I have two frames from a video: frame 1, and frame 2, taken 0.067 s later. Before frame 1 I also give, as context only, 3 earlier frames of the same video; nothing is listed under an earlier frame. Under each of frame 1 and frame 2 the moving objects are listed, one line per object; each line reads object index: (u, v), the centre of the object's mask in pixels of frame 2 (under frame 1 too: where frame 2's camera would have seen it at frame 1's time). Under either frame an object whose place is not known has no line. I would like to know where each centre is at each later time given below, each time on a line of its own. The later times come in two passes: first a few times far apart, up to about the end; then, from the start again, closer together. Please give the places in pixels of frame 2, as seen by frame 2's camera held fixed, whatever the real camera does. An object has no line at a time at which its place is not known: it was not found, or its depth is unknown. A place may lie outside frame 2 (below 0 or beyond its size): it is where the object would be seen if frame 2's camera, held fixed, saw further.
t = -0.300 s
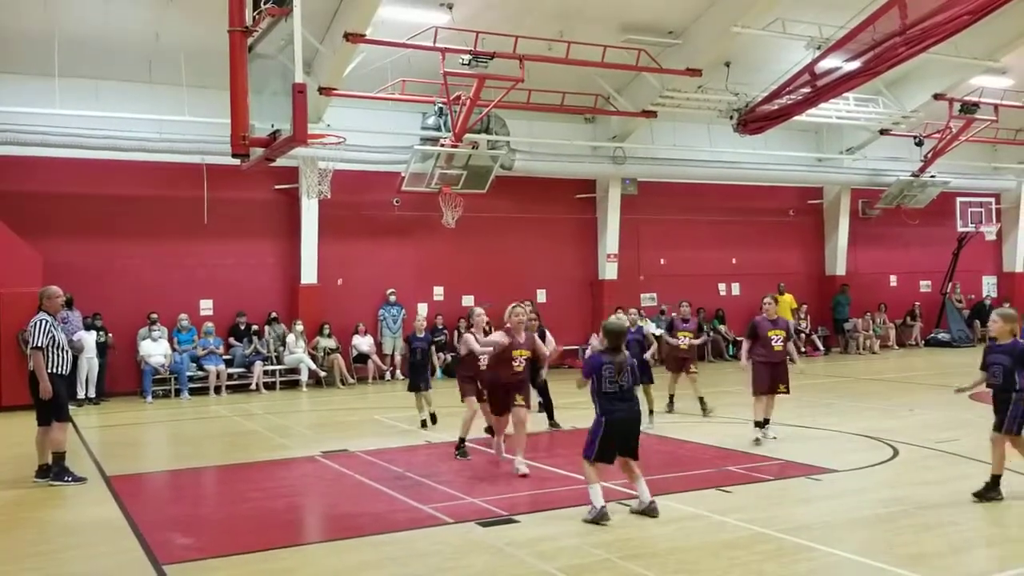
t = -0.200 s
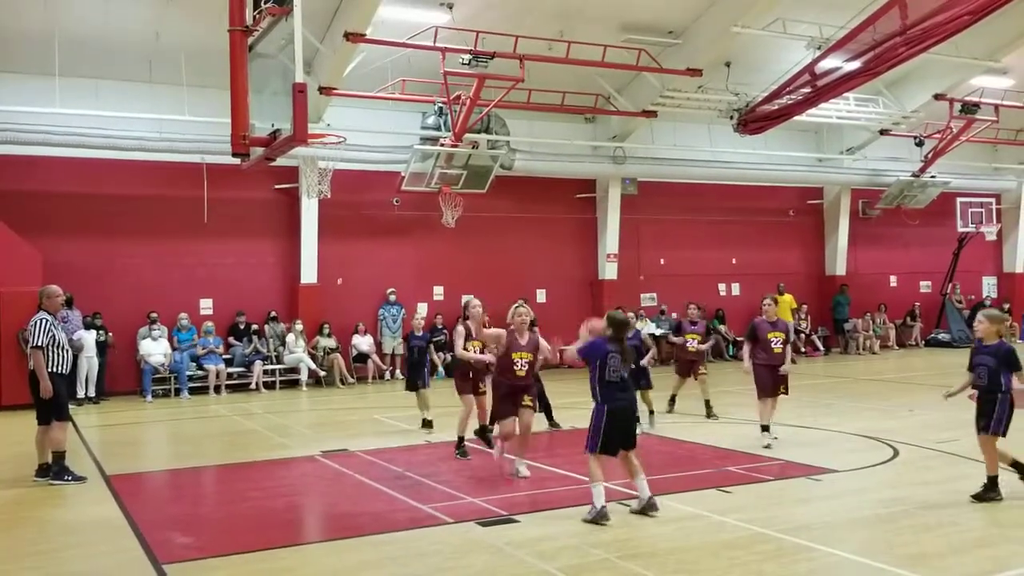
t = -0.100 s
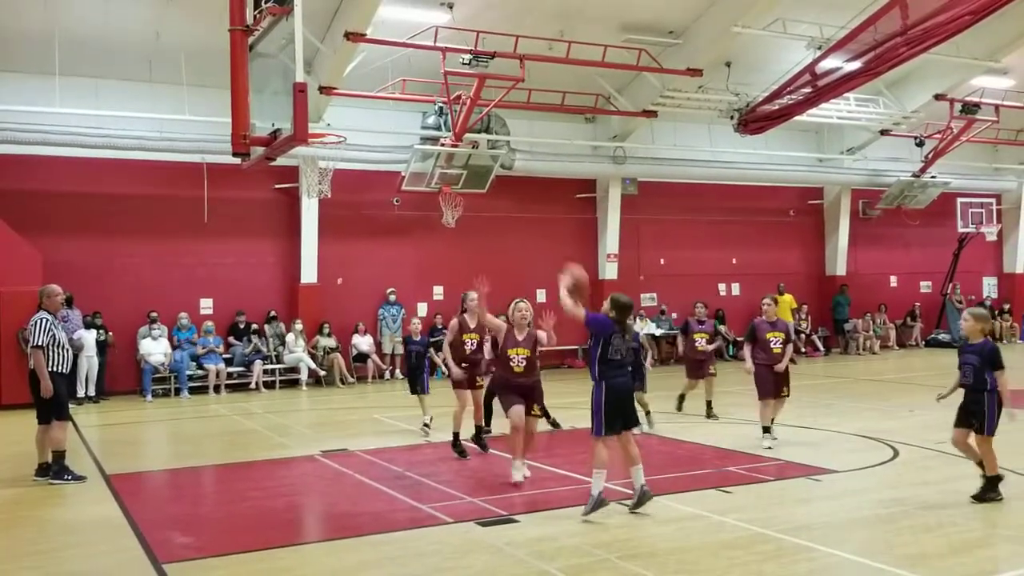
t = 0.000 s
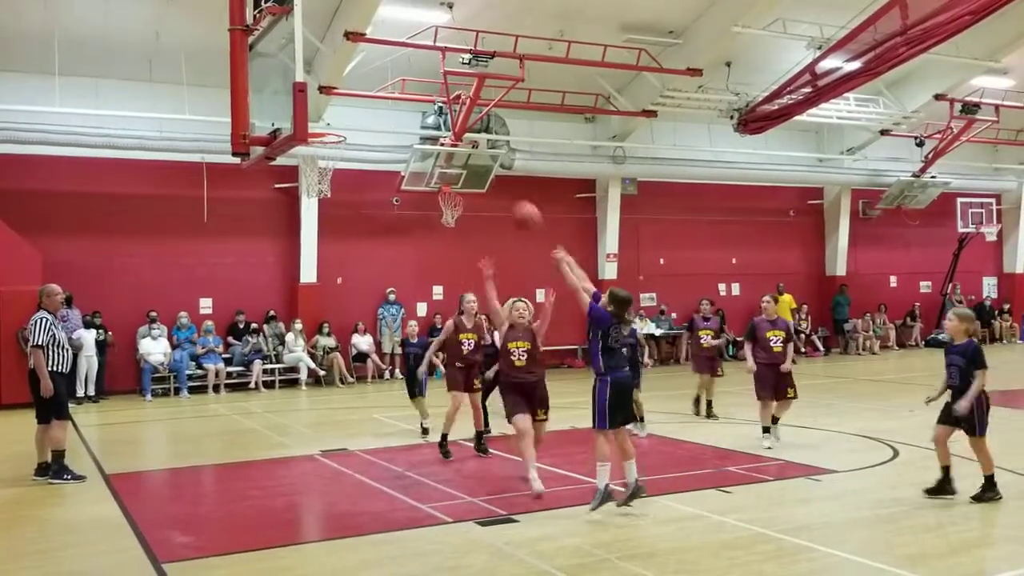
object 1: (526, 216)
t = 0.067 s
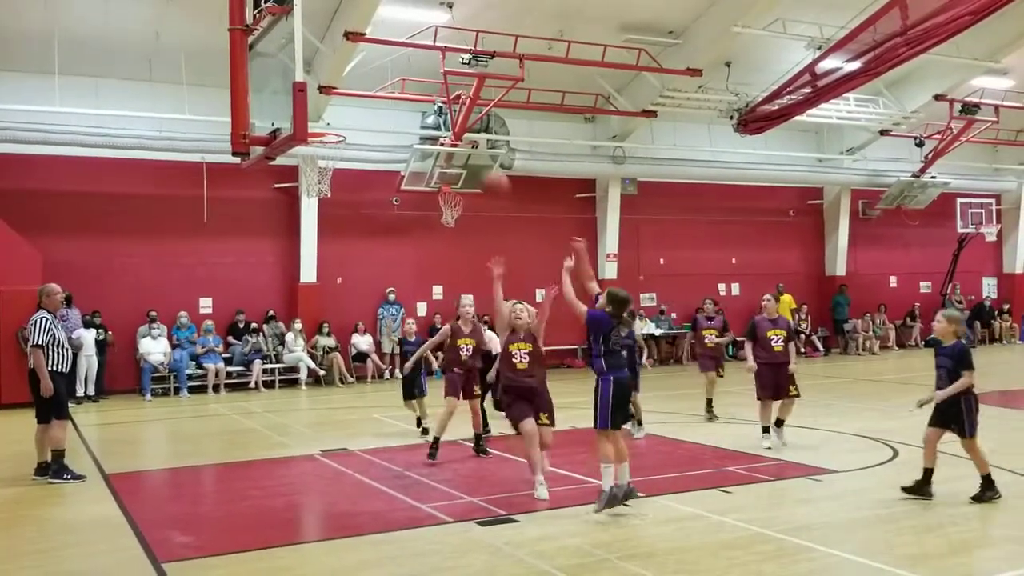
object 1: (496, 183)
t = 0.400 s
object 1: (345, 102)
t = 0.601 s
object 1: (309, 118)
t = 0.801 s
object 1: (326, 160)
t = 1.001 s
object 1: (313, 185)
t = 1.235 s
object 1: (304, 245)
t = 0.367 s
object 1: (359, 105)
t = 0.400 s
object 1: (345, 102)
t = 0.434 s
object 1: (331, 101)
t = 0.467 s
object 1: (319, 101)
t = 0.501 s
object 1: (311, 105)
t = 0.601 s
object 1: (309, 118)
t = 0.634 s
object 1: (314, 123)
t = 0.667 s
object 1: (317, 125)
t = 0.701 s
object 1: (322, 141)
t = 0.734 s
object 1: (326, 147)
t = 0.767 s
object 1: (326, 152)
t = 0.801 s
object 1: (326, 160)
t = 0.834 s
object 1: (326, 168)
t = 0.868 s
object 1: (326, 172)
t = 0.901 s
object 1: (325, 174)
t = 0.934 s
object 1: (323, 174)
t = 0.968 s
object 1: (317, 183)
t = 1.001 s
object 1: (313, 185)
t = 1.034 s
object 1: (315, 188)
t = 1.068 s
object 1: (314, 193)
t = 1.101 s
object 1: (312, 201)
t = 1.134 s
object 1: (310, 211)
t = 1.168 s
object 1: (309, 222)
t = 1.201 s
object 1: (306, 232)
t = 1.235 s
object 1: (304, 245)
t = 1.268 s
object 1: (302, 260)
